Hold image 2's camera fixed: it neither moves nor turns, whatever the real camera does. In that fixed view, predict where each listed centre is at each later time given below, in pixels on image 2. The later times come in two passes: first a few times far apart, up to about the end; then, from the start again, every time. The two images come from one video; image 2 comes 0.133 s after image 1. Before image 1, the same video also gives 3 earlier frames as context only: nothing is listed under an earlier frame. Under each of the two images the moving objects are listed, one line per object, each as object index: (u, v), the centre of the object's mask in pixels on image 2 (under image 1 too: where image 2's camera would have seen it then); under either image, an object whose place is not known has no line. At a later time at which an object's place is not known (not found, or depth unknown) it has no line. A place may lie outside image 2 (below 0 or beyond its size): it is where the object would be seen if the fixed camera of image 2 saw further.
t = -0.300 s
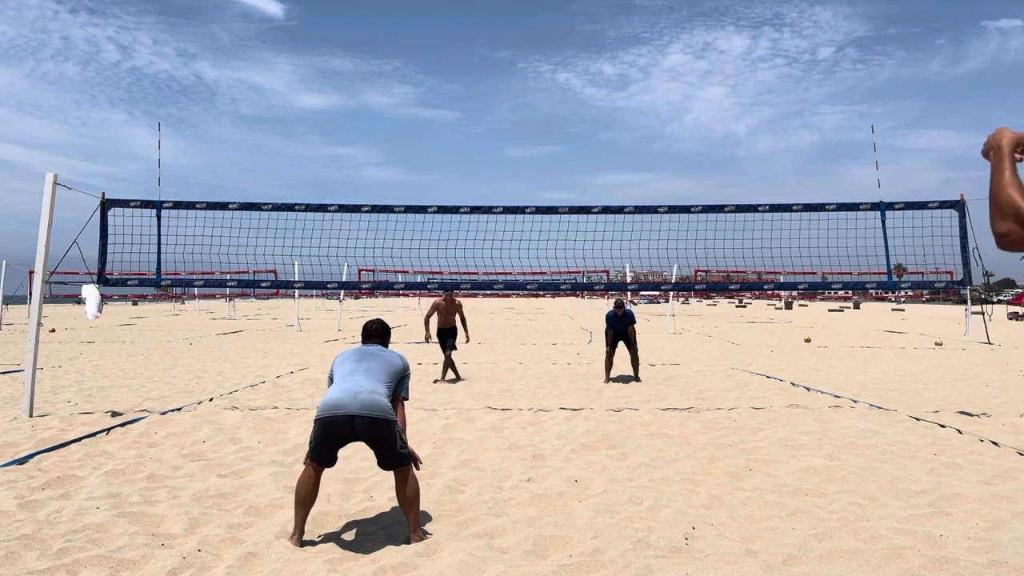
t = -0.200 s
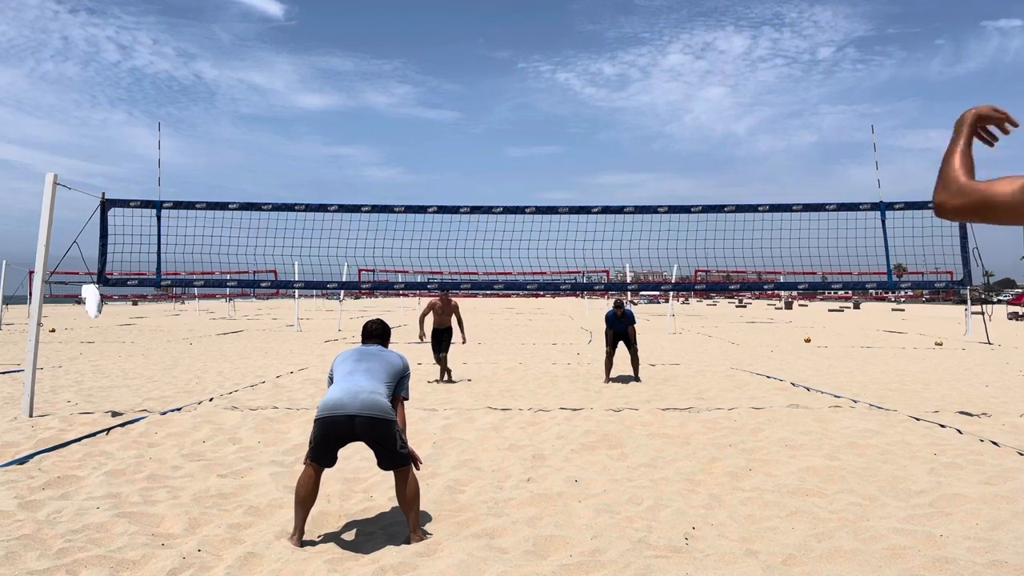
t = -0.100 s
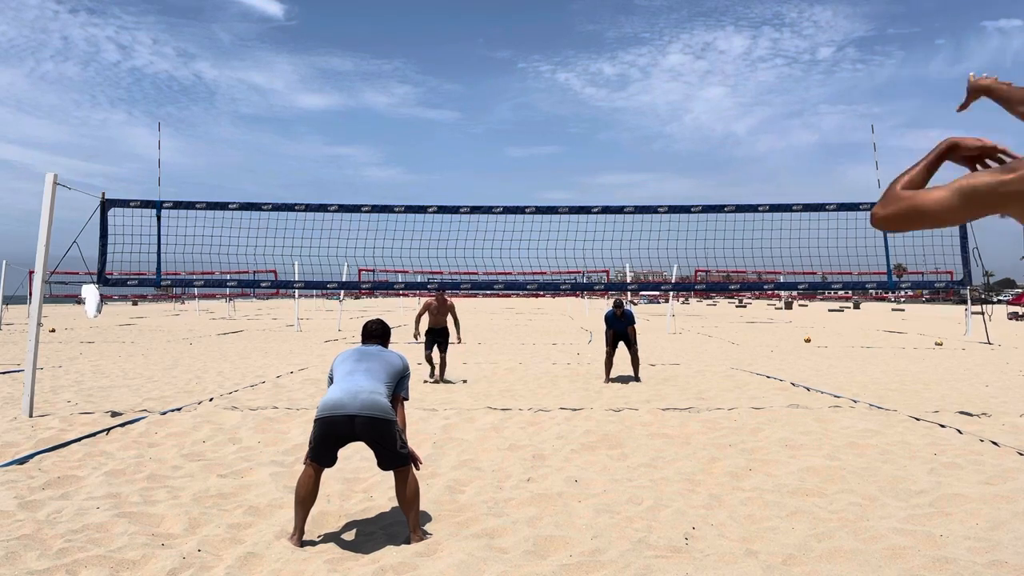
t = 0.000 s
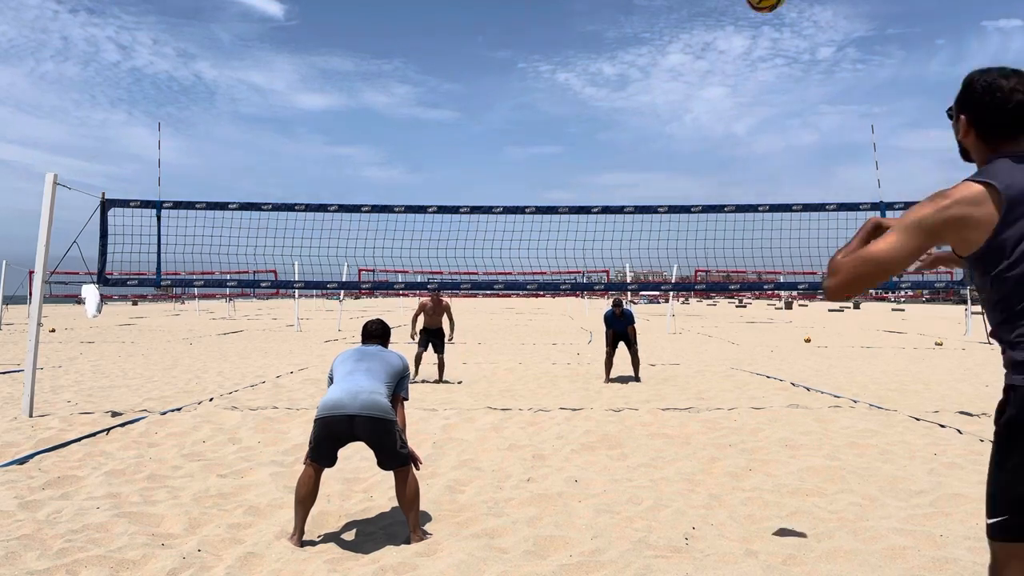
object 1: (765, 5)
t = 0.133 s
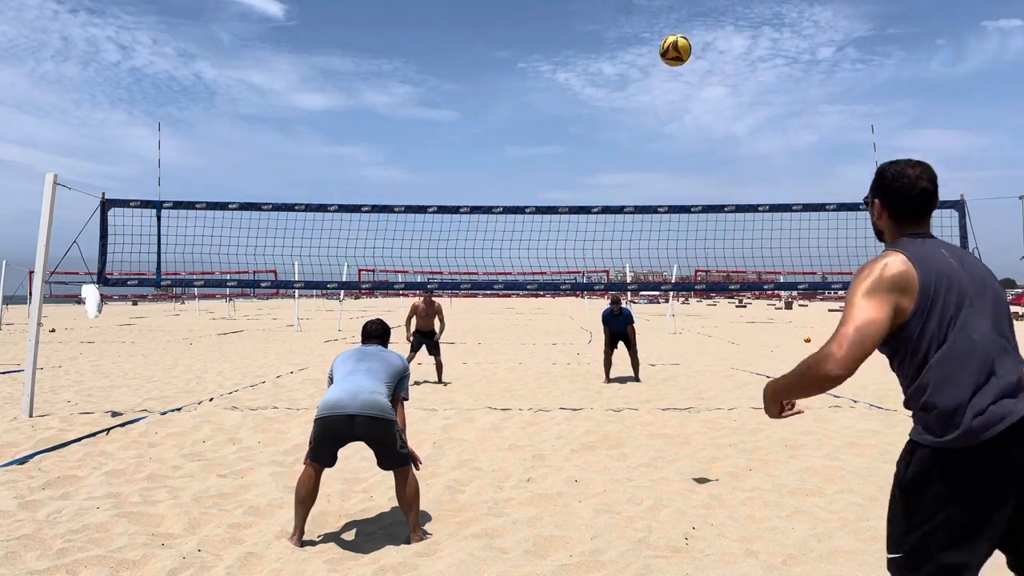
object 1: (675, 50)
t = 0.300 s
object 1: (614, 120)
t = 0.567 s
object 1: (560, 230)
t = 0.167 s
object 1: (660, 64)
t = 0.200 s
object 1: (647, 79)
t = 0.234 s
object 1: (634, 92)
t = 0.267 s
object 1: (624, 106)
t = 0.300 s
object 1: (614, 120)
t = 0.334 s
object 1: (605, 134)
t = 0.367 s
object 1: (597, 147)
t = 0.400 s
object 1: (589, 161)
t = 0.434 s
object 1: (582, 174)
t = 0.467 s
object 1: (576, 189)
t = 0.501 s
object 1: (570, 199)
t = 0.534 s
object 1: (565, 219)
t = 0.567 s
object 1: (560, 230)
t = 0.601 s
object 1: (556, 243)
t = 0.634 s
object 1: (552, 257)
